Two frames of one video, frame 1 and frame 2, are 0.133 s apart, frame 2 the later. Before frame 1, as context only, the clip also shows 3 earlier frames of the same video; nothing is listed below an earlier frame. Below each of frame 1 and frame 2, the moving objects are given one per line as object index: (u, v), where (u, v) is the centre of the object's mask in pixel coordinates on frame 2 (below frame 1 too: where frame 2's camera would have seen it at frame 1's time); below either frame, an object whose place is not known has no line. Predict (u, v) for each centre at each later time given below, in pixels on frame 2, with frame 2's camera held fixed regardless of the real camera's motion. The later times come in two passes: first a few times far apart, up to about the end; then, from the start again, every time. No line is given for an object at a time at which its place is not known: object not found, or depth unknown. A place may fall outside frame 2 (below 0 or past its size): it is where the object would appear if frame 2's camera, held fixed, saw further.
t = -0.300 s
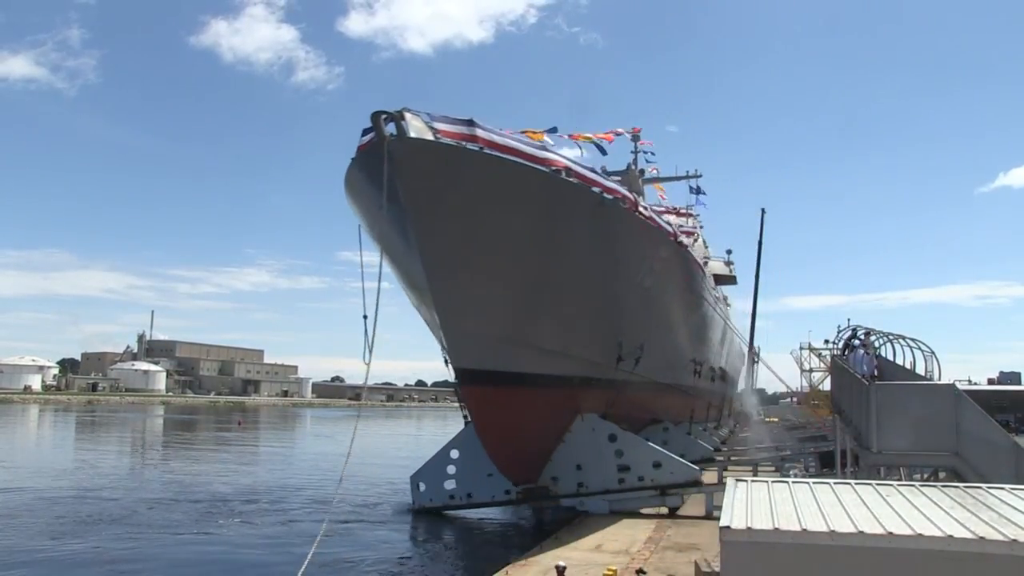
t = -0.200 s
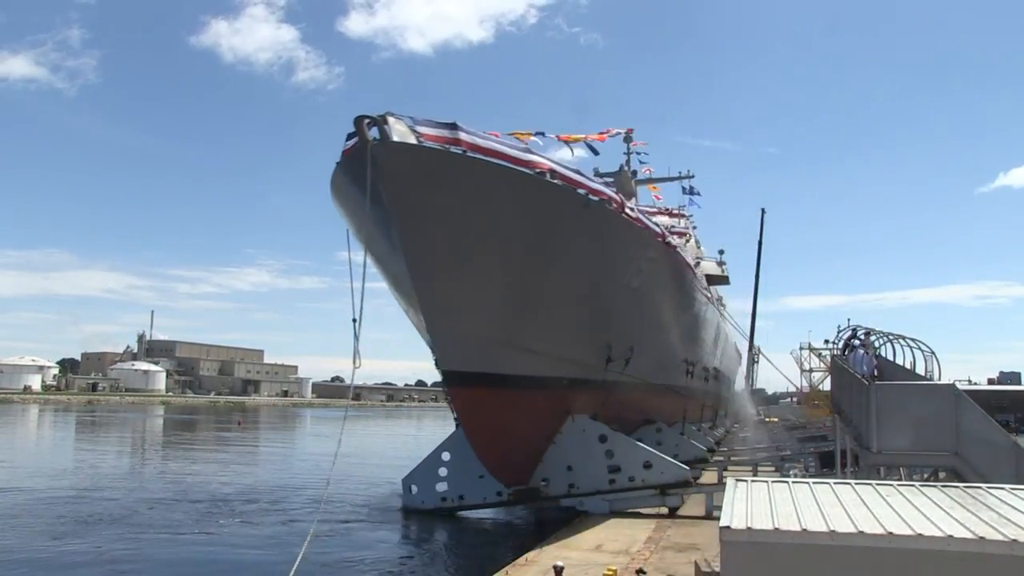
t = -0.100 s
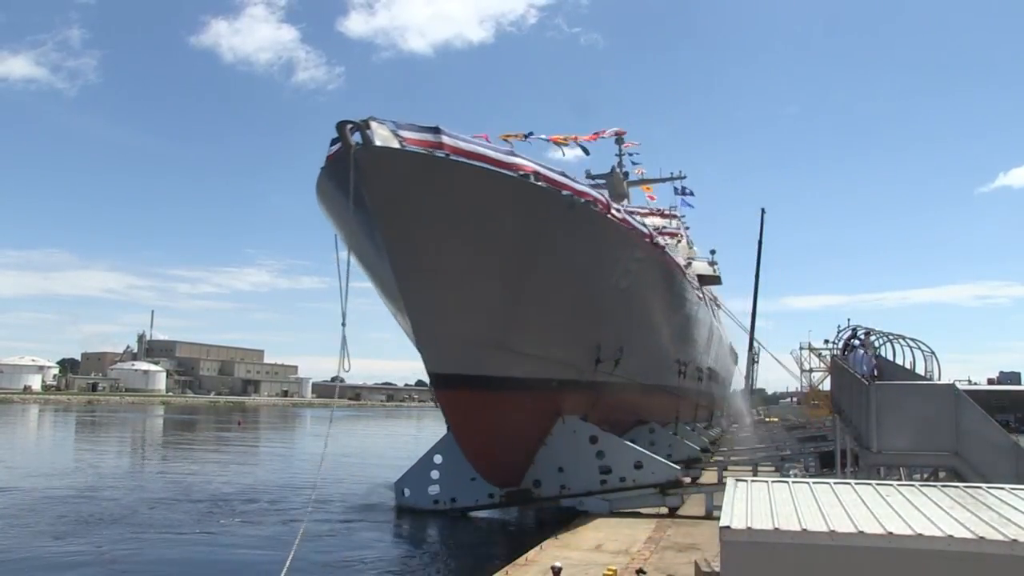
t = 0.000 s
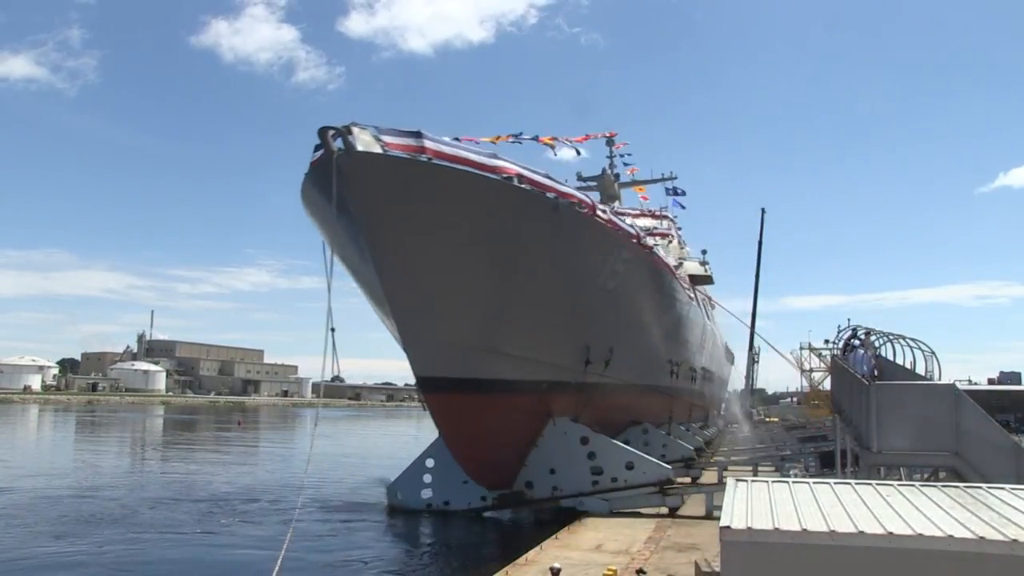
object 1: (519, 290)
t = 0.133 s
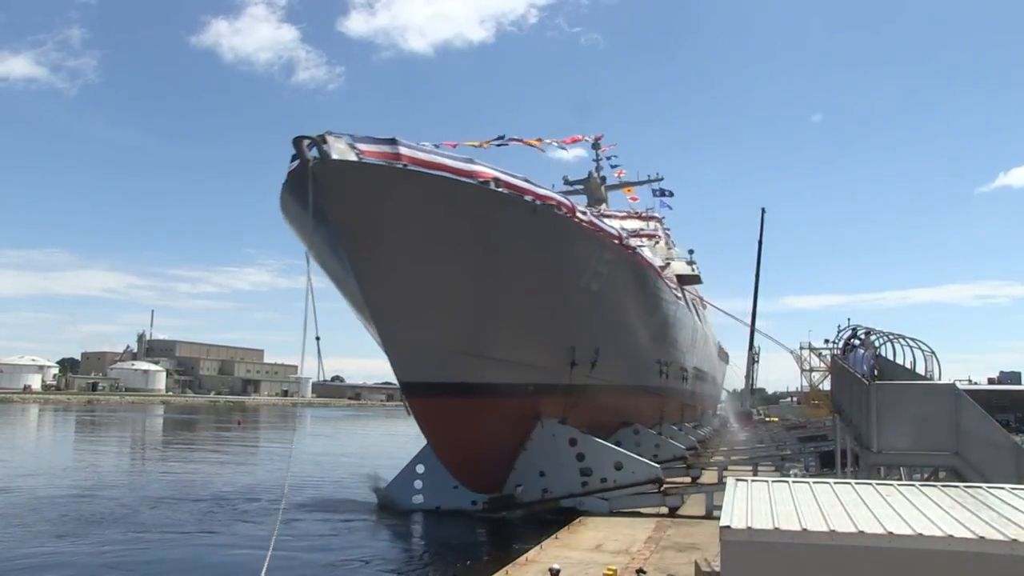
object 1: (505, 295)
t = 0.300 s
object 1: (487, 303)
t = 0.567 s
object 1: (456, 320)
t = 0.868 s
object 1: (423, 343)
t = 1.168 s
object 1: (396, 362)
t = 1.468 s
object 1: (378, 374)
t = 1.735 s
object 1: (368, 383)
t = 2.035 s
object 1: (359, 386)
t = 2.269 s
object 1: (354, 387)
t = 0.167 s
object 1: (502, 297)
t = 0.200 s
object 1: (498, 298)
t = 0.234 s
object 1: (494, 301)
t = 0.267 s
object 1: (491, 302)
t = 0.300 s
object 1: (487, 303)
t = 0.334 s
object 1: (483, 305)
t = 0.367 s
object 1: (480, 307)
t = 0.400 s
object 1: (476, 309)
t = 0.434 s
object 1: (472, 311)
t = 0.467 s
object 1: (468, 313)
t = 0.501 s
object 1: (464, 316)
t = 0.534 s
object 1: (460, 318)
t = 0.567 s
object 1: (456, 320)
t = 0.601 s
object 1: (452, 323)
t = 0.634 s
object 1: (449, 326)
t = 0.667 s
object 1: (445, 329)
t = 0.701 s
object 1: (441, 333)
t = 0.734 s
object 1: (437, 336)
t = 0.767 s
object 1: (434, 338)
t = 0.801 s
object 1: (430, 342)
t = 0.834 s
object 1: (427, 342)
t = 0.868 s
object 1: (423, 343)
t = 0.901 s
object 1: (420, 345)
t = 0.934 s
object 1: (417, 347)
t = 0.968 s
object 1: (413, 349)
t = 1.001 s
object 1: (410, 352)
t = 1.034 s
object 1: (407, 354)
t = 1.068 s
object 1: (404, 358)
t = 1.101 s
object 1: (402, 359)
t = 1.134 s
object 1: (399, 361)
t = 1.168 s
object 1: (396, 362)
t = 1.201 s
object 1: (394, 364)
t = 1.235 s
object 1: (392, 365)
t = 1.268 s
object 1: (389, 367)
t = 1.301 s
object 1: (387, 369)
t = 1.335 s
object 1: (385, 370)
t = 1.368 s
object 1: (383, 371)
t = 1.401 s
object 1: (381, 372)
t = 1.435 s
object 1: (380, 373)
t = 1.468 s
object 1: (378, 374)
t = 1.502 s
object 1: (376, 375)
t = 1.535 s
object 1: (375, 376)
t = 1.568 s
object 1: (373, 377)
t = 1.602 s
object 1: (373, 374)
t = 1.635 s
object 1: (372, 375)
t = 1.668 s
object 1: (370, 381)
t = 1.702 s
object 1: (369, 381)
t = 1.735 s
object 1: (368, 383)
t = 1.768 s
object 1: (366, 383)
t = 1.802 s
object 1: (365, 384)
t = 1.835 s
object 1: (364, 385)
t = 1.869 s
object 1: (364, 385)
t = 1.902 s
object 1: (363, 386)
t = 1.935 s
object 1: (362, 385)
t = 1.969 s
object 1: (361, 385)
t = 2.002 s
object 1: (360, 385)
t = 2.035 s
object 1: (359, 386)
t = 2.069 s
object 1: (359, 386)
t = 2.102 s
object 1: (357, 386)
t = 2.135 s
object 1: (356, 386)
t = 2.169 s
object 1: (356, 386)
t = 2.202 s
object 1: (355, 387)
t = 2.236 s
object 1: (354, 387)
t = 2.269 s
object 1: (354, 387)
